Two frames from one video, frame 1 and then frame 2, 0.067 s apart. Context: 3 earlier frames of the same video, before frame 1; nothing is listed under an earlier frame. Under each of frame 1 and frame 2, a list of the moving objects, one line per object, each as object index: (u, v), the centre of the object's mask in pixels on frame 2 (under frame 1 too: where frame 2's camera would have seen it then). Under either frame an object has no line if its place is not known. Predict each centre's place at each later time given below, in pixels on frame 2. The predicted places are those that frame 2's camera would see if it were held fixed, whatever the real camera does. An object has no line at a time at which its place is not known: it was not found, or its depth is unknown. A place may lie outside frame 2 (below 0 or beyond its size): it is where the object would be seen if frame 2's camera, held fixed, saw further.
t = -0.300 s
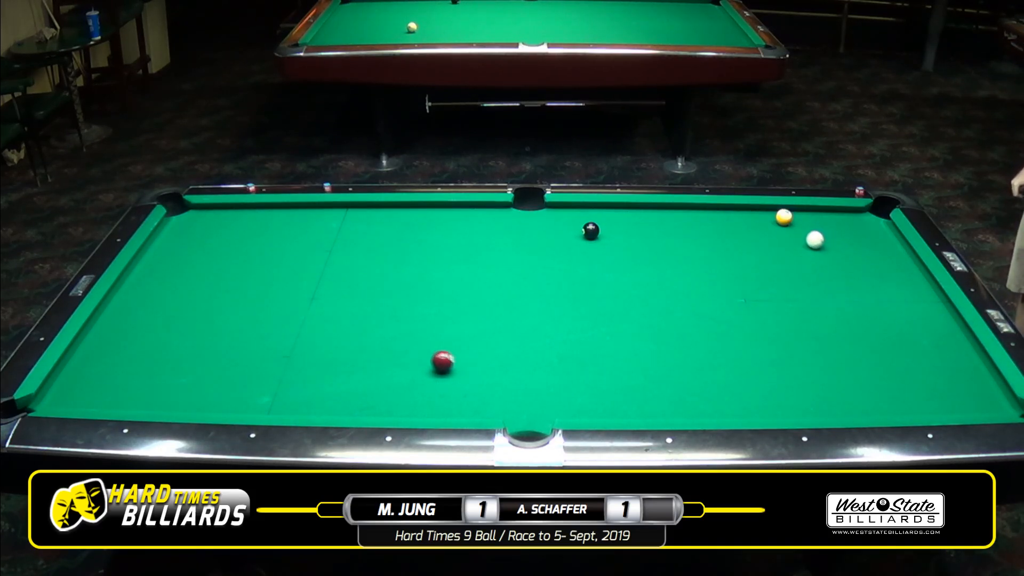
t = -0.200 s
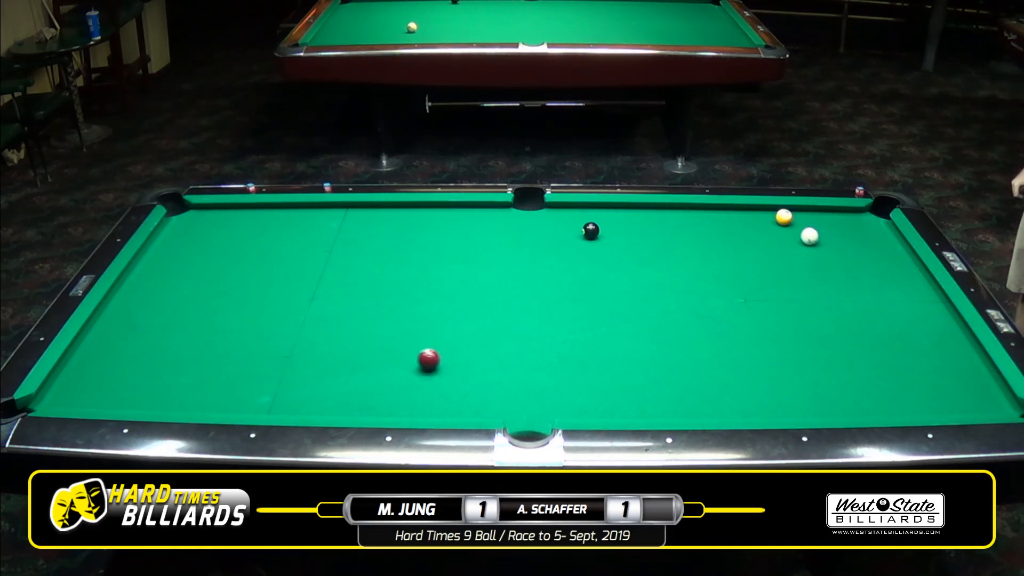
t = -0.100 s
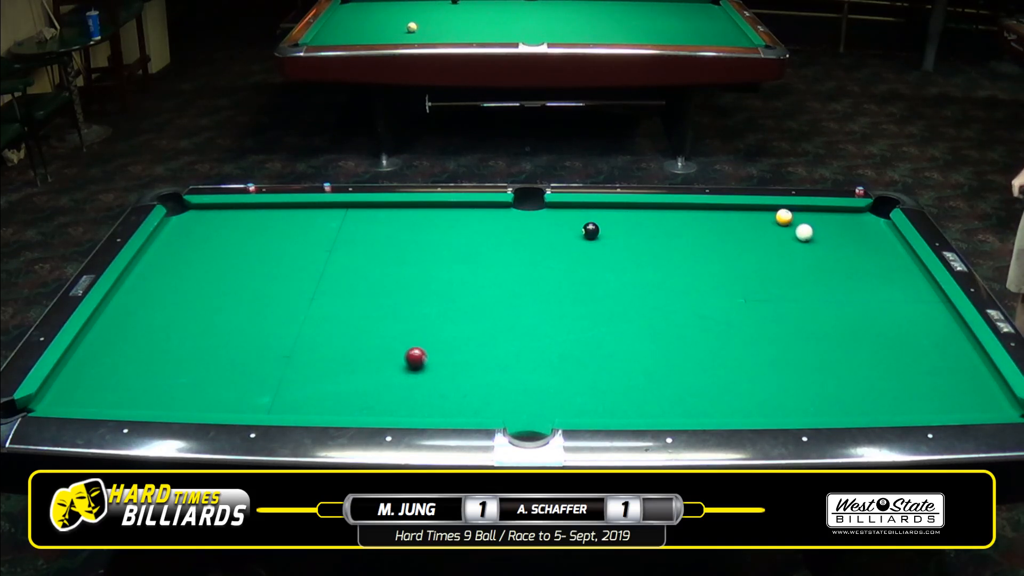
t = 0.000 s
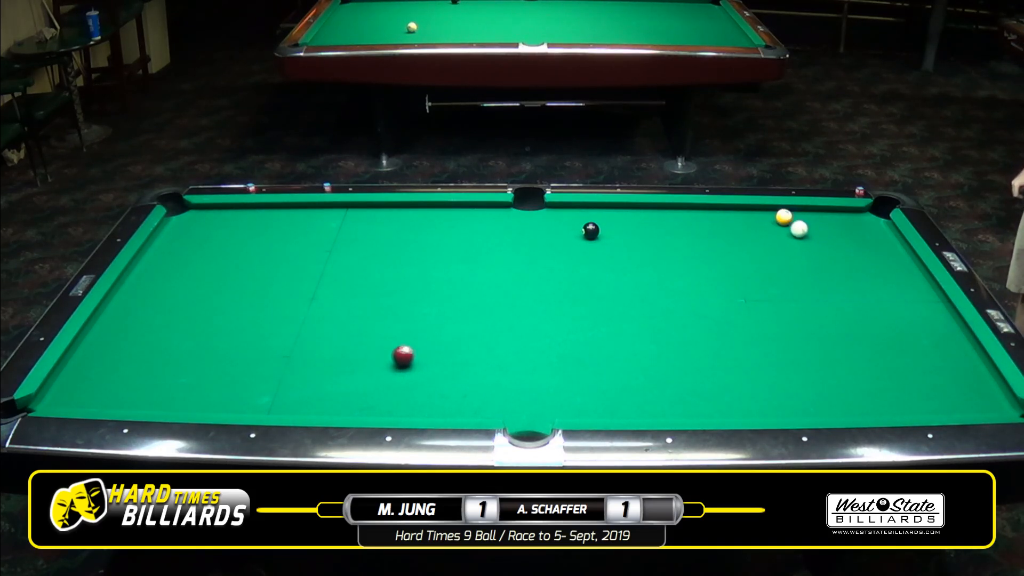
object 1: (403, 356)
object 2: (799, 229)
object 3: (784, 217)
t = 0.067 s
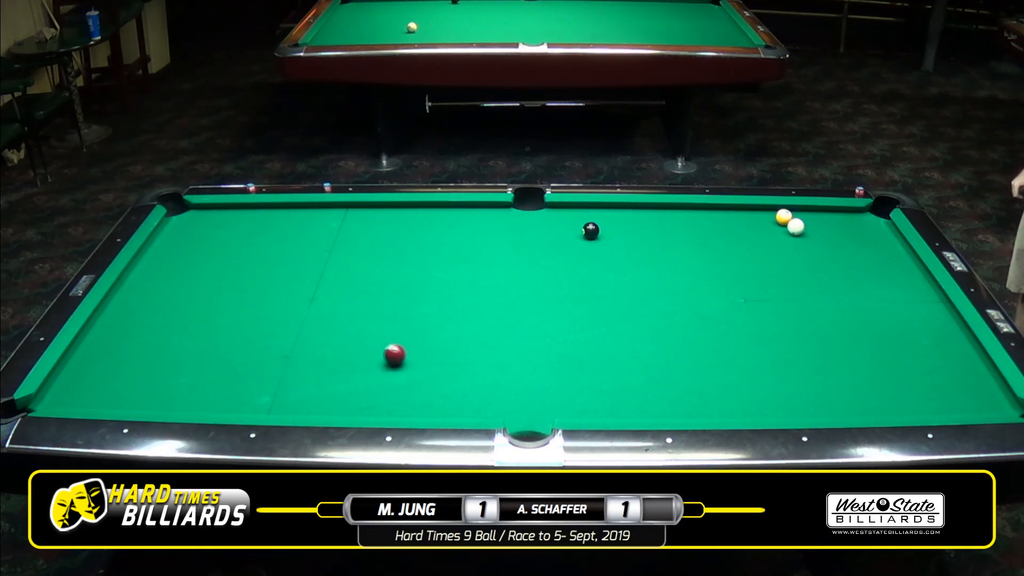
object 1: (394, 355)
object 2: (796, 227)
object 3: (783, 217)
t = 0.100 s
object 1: (390, 354)
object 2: (794, 226)
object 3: (783, 216)
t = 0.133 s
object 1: (386, 354)
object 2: (793, 225)
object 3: (782, 216)
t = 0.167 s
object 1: (383, 354)
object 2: (792, 224)
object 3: (782, 216)
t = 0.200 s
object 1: (379, 353)
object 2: (791, 224)
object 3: (782, 215)
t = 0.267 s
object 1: (371, 351)
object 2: (790, 223)
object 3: (780, 214)
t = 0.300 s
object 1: (367, 351)
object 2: (789, 223)
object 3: (780, 213)
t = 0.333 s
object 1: (364, 350)
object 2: (789, 223)
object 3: (779, 213)
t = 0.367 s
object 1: (360, 350)
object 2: (788, 223)
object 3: (779, 212)
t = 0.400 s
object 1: (356, 349)
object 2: (788, 223)
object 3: (778, 212)
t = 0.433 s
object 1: (353, 349)
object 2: (787, 223)
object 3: (778, 211)
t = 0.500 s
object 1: (346, 348)
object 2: (787, 222)
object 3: (777, 211)
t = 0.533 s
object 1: (343, 347)
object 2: (786, 222)
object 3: (776, 210)
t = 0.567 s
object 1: (339, 347)
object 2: (786, 222)
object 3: (776, 210)
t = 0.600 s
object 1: (336, 346)
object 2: (786, 222)
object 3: (775, 210)
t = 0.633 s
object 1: (332, 346)
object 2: (786, 222)
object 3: (775, 209)
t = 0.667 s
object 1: (329, 345)
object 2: (785, 222)
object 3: (774, 209)
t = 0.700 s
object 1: (326, 345)
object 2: (785, 222)
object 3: (774, 209)
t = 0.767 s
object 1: (320, 344)
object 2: (785, 222)
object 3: (774, 209)
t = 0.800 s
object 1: (317, 344)
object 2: (785, 221)
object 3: (774, 209)
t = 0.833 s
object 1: (314, 343)
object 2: (785, 221)
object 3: (774, 210)
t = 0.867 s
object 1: (311, 343)
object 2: (785, 221)
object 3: (774, 210)
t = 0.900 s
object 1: (307, 342)
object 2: (785, 221)
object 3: (774, 210)
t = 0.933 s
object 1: (304, 342)
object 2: (785, 221)
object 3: (774, 210)
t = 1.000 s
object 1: (299, 341)
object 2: (785, 221)
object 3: (773, 211)
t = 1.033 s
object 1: (296, 340)
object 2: (785, 221)
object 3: (773, 211)
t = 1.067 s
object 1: (293, 340)
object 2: (785, 221)
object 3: (773, 211)
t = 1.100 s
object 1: (290, 340)
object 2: (785, 221)
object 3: (773, 211)
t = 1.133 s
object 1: (288, 339)
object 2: (785, 221)
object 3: (773, 211)
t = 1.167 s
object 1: (285, 339)
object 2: (785, 221)
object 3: (773, 211)
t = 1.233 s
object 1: (280, 338)
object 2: (785, 221)
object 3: (773, 212)
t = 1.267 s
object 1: (277, 338)
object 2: (785, 221)
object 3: (773, 212)
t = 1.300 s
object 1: (275, 337)
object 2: (785, 221)
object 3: (773, 212)
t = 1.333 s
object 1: (272, 337)
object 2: (785, 221)
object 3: (773, 212)
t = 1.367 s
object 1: (270, 337)
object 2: (785, 221)
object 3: (773, 212)
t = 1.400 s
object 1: (267, 336)
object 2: (785, 221)
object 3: (773, 212)
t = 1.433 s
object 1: (265, 336)
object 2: (785, 221)
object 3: (773, 212)
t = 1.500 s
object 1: (260, 335)
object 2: (785, 221)
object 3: (773, 212)
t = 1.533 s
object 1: (258, 335)
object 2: (785, 221)
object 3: (773, 212)
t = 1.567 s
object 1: (256, 335)
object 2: (785, 221)
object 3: (773, 212)
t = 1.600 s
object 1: (254, 334)
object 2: (785, 221)
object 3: (773, 212)
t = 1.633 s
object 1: (251, 334)
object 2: (785, 221)
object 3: (773, 212)
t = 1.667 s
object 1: (249, 333)
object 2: (785, 221)
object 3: (773, 212)
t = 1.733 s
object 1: (245, 333)
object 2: (785, 221)
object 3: (773, 212)
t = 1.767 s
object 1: (243, 333)
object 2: (785, 221)
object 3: (773, 212)
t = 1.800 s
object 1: (241, 332)
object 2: (785, 221)
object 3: (773, 212)
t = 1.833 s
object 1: (239, 332)
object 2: (785, 221)
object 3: (773, 212)
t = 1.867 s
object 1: (237, 332)
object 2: (785, 221)
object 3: (773, 212)
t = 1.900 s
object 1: (235, 332)
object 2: (785, 221)
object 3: (773, 212)
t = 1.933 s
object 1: (234, 331)
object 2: (785, 221)
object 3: (773, 212)
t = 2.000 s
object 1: (230, 331)
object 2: (785, 221)
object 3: (773, 212)
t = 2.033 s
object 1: (228, 330)
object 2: (785, 221)
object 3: (773, 212)
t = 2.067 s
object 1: (227, 330)
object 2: (785, 221)
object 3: (773, 212)
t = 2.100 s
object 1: (225, 330)
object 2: (785, 221)
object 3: (773, 212)
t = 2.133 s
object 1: (224, 329)
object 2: (785, 221)
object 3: (773, 212)
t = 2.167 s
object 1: (222, 329)
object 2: (785, 221)
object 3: (773, 212)
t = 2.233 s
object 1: (219, 328)
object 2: (785, 221)
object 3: (773, 212)
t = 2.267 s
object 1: (217, 328)
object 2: (785, 221)
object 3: (773, 212)
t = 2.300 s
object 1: (216, 328)
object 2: (785, 221)
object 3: (773, 212)
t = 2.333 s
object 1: (214, 328)
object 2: (785, 221)
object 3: (773, 212)
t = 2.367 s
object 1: (213, 328)
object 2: (785, 221)
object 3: (773, 212)
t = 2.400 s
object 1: (212, 328)
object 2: (785, 221)
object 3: (773, 212)
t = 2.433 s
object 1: (211, 327)
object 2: (785, 221)
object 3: (773, 212)
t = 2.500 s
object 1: (208, 327)
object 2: (785, 221)
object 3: (773, 212)
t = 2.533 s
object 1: (207, 327)
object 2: (785, 221)
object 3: (773, 212)
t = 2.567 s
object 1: (206, 327)
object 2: (785, 221)
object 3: (773, 212)
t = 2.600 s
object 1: (205, 326)
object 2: (785, 221)
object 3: (773, 212)
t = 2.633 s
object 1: (204, 326)
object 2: (785, 221)
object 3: (773, 212)
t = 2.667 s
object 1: (203, 326)
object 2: (785, 221)
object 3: (773, 212)
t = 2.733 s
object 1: (200, 326)
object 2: (785, 221)
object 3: (773, 212)
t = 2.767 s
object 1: (200, 325)
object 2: (785, 221)
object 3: (773, 212)
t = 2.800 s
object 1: (199, 325)
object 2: (785, 221)
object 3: (773, 212)
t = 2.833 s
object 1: (198, 325)
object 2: (785, 221)
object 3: (773, 212)
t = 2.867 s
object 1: (197, 325)
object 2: (785, 221)
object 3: (773, 212)
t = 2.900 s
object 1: (196, 325)
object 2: (785, 221)
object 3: (773, 212)
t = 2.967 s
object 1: (195, 324)
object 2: (785, 221)
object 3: (773, 212)
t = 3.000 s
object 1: (194, 324)
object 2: (785, 221)
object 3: (773, 212)
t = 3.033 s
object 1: (193, 324)
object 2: (785, 221)
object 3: (773, 212)
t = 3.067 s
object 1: (193, 324)
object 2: (785, 221)
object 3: (773, 212)
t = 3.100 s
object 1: (192, 323)
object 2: (785, 221)
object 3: (773, 212)
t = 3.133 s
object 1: (191, 323)
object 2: (785, 221)
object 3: (773, 212)
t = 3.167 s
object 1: (191, 323)
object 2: (785, 221)
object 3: (773, 212)
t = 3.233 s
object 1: (190, 323)
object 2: (785, 221)
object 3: (773, 212)
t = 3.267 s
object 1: (189, 323)
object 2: (785, 221)
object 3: (773, 212)
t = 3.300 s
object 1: (189, 323)
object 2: (785, 221)
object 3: (773, 212)
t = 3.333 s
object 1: (189, 323)
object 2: (785, 221)
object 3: (773, 212)
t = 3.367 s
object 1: (188, 322)
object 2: (785, 221)
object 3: (773, 212)
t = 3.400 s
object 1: (188, 322)
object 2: (785, 221)
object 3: (773, 212)
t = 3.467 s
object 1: (187, 322)
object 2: (785, 221)
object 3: (773, 212)
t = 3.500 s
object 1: (187, 322)
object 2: (785, 221)
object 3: (773, 212)
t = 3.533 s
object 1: (187, 322)
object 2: (785, 221)
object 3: (773, 212)
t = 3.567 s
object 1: (187, 322)
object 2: (785, 221)
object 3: (773, 212)
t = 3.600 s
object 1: (187, 322)
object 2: (785, 221)
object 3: (773, 212)
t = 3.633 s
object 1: (187, 322)
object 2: (785, 221)
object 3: (773, 212)
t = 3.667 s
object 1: (186, 322)
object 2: (785, 221)
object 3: (773, 212)
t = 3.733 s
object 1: (186, 322)
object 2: (785, 221)
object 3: (773, 212)
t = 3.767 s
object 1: (186, 322)
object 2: (785, 221)
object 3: (773, 212)
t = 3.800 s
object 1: (186, 322)
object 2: (785, 221)
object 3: (773, 212)
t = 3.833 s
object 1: (186, 322)
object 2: (785, 221)
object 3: (773, 212)
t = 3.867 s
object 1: (186, 322)
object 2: (785, 221)
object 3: (773, 212)
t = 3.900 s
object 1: (186, 322)
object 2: (785, 221)
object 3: (773, 212)
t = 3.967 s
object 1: (186, 322)
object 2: (785, 221)
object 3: (773, 212)
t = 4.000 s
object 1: (186, 322)
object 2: (785, 221)
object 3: (773, 212)
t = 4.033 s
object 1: (186, 322)
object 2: (785, 221)
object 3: (773, 212)
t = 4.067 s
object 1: (186, 322)
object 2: (785, 221)
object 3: (773, 212)
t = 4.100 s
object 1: (186, 322)
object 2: (785, 221)
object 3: (773, 212)
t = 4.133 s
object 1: (186, 322)
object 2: (785, 221)
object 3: (773, 212)
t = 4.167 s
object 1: (186, 322)
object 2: (785, 221)
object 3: (773, 212)
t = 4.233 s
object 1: (186, 322)
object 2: (785, 221)
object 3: (773, 212)
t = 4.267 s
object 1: (186, 322)
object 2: (785, 221)
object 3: (773, 212)
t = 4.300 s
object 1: (186, 322)
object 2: (785, 221)
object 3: (773, 212)
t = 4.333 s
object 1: (186, 322)
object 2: (785, 221)
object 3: (773, 212)
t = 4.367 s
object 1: (186, 322)
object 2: (785, 221)
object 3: (773, 212)
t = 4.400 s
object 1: (186, 322)
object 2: (785, 221)
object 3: (773, 212)
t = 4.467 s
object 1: (186, 322)
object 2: (785, 221)
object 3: (773, 212)
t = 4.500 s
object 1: (186, 322)
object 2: (785, 221)
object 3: (773, 212)
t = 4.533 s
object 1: (186, 322)
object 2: (785, 221)
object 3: (773, 212)
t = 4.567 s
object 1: (186, 322)
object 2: (785, 221)
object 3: (773, 212)
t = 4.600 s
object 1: (186, 321)
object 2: (785, 221)
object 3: (773, 212)
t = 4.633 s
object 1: (186, 321)
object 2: (785, 221)
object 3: (773, 212)
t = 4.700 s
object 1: (186, 321)
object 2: (785, 221)
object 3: (773, 212)
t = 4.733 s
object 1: (186, 322)
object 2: (785, 221)
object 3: (773, 212)
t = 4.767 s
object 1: (186, 322)
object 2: (785, 221)
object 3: (773, 212)
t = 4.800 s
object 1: (186, 321)
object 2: (785, 221)
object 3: (773, 212)
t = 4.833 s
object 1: (186, 321)
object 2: (785, 221)
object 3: (773, 212)
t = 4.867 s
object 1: (186, 321)
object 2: (785, 221)
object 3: (773, 212)
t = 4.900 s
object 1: (186, 321)
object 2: (785, 221)
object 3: (773, 212)
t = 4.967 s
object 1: (186, 322)
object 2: (785, 221)
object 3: (773, 212)
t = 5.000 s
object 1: (186, 321)
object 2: (785, 221)
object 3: (773, 212)
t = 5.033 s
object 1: (186, 322)
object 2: (785, 221)
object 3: (773, 212)
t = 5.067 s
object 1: (186, 322)
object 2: (785, 221)
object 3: (773, 212)
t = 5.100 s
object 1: (186, 322)
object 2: (785, 221)
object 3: (773, 212)
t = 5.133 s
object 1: (186, 322)
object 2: (785, 221)
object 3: (773, 212)
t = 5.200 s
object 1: (186, 322)
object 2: (785, 221)
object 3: (773, 212)
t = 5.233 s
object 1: (186, 322)
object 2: (785, 221)
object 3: (773, 212)
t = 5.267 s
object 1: (186, 321)
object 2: (785, 221)
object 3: (773, 212)
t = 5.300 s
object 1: (186, 322)
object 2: (785, 221)
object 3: (773, 212)
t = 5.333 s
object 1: (186, 322)
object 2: (785, 221)
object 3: (773, 212)
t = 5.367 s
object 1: (186, 322)
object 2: (785, 221)
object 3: (773, 212)
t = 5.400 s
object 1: (186, 321)
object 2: (785, 221)
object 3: (773, 212)
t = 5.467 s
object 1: (186, 322)
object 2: (785, 221)
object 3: (773, 212)
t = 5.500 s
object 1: (186, 322)
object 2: (785, 221)
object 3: (773, 212)
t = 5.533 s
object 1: (186, 322)
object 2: (785, 221)
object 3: (773, 212)
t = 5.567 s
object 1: (186, 322)
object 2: (785, 221)
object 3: (773, 212)
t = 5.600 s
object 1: (186, 322)
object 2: (785, 221)
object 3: (773, 212)
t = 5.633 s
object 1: (186, 322)
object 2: (785, 221)
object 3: (773, 212)
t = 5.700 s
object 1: (186, 322)
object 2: (785, 221)
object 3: (773, 212)
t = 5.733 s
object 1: (186, 322)
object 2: (785, 221)
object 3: (773, 212)
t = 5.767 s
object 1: (186, 322)
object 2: (785, 221)
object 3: (773, 212)
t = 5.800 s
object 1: (186, 322)
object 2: (785, 221)
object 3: (773, 212)
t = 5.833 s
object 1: (186, 322)
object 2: (785, 221)
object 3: (773, 212)
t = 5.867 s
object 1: (186, 322)
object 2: (785, 221)
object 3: (773, 212)
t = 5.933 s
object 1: (186, 322)
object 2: (785, 221)
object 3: (773, 212)
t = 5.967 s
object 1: (186, 322)
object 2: (785, 221)
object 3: (773, 212)
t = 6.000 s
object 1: (186, 322)
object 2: (785, 221)
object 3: (773, 212)
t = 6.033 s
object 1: (186, 322)
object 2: (785, 221)
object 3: (773, 212)
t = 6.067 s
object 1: (186, 322)
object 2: (785, 221)
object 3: (773, 212)
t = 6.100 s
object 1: (186, 322)
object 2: (785, 221)
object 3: (773, 212)
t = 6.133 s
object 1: (186, 322)
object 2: (785, 221)
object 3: (773, 212)
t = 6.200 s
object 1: (186, 322)
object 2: (785, 221)
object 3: (773, 212)
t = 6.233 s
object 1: (186, 322)
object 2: (785, 221)
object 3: (773, 212)
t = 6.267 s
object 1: (186, 322)
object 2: (785, 221)
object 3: (773, 212)
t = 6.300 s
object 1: (186, 322)
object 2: (785, 221)
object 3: (773, 212)
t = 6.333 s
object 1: (186, 322)
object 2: (785, 221)
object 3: (773, 212)
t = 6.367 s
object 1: (186, 322)
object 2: (785, 221)
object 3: (773, 212)
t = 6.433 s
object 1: (186, 322)
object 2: (785, 221)
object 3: (773, 212)
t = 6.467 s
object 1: (186, 322)
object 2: (785, 221)
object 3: (773, 212)
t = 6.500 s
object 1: (186, 322)
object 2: (785, 221)
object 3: (773, 212)
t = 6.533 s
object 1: (186, 322)
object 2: (785, 221)
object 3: (773, 212)
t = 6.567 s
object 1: (186, 322)
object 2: (785, 221)
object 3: (773, 212)
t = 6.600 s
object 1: (186, 322)
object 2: (785, 221)
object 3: (773, 212)
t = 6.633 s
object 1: (186, 322)
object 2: (785, 221)
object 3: (773, 212)
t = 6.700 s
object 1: (186, 322)
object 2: (785, 221)
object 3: (773, 212)
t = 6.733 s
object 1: (186, 322)
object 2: (785, 221)
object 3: (773, 212)
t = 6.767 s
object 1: (186, 322)
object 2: (785, 221)
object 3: (773, 212)
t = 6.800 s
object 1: (186, 322)
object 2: (785, 221)
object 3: (773, 212)
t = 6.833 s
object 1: (186, 322)
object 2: (785, 221)
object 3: (773, 212)
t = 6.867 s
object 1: (186, 322)
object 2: (785, 221)
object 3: (773, 212)
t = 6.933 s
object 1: (186, 322)
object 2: (785, 221)
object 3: (773, 212)
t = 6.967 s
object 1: (186, 322)
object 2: (785, 221)
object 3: (773, 212)
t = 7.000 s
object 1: (186, 322)
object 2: (785, 221)
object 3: (773, 212)
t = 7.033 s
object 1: (186, 322)
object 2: (785, 221)
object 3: (773, 212)
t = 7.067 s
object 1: (186, 322)
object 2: (785, 221)
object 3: (773, 212)
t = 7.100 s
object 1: (186, 322)
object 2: (785, 221)
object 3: (773, 212)
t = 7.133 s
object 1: (186, 322)
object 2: (785, 221)
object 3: (773, 212)
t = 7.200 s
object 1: (186, 322)
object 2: (785, 221)
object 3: (773, 212)
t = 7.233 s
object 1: (186, 322)
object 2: (785, 221)
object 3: (773, 212)
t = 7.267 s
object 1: (186, 322)
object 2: (785, 221)
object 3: (773, 212)
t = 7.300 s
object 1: (186, 322)
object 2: (785, 221)
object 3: (773, 212)
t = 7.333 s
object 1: (186, 322)
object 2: (785, 221)
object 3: (773, 212)
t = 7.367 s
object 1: (186, 322)
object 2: (785, 221)
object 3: (773, 212)
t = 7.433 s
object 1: (186, 322)
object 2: (785, 221)
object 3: (773, 212)
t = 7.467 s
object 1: (186, 322)
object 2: (785, 221)
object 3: (773, 212)
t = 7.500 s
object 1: (186, 322)
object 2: (785, 221)
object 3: (773, 212)
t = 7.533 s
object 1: (186, 322)
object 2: (785, 221)
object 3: (773, 212)
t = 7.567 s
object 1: (186, 322)
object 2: (785, 221)
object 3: (773, 212)
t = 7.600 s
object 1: (186, 322)
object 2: (785, 221)
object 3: (773, 212)
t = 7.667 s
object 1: (186, 322)
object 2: (785, 221)
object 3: (773, 212)
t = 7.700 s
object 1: (186, 322)
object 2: (785, 221)
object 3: (773, 212)
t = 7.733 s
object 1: (186, 322)
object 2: (785, 221)
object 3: (773, 212)
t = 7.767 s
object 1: (186, 322)
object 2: (785, 221)
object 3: (773, 212)
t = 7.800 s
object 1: (186, 322)
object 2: (785, 221)
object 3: (773, 212)
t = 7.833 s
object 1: (186, 322)
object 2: (785, 221)
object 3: (773, 212)
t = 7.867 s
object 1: (186, 322)
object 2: (785, 221)
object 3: (773, 212)
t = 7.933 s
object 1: (186, 322)
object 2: (785, 221)
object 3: (773, 212)
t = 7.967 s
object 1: (186, 322)
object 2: (785, 221)
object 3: (773, 212)
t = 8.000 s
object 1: (186, 322)
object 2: (785, 221)
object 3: (773, 212)
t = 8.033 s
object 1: (186, 322)
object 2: (785, 221)
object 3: (773, 212)
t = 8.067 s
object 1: (186, 322)
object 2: (785, 221)
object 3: (773, 212)
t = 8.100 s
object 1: (186, 322)
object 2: (785, 221)
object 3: (773, 212)
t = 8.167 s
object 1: (186, 322)
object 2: (785, 221)
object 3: (773, 212)
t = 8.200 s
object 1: (186, 322)
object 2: (785, 221)
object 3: (773, 212)
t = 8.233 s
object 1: (186, 322)
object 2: (785, 221)
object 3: (773, 212)
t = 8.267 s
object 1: (186, 322)
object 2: (785, 221)
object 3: (773, 212)
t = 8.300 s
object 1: (186, 322)
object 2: (785, 221)
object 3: (773, 212)
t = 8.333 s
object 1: (186, 322)
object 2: (785, 221)
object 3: (773, 212)
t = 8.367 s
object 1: (186, 322)
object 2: (785, 221)
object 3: (773, 212)
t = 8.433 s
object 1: (186, 322)
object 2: (785, 221)
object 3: (773, 212)
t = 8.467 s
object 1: (186, 322)
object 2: (785, 221)
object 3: (773, 212)
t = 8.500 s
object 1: (186, 322)
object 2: (785, 221)
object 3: (773, 212)
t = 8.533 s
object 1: (186, 322)
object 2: (785, 221)
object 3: (773, 212)
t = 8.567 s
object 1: (186, 322)
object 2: (785, 221)
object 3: (773, 212)
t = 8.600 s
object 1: (186, 322)
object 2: (785, 221)
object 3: (773, 212)
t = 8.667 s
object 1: (186, 322)
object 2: (785, 221)
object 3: (773, 212)
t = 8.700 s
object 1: (186, 322)
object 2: (785, 221)
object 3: (773, 212)
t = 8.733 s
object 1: (186, 322)
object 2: (785, 221)
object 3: (773, 212)
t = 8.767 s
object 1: (186, 322)
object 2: (785, 221)
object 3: (773, 212)
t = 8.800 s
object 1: (186, 321)
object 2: (785, 221)
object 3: (773, 212)
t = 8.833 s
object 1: (186, 322)
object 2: (785, 221)
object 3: (773, 212)
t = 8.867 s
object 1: (186, 322)
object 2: (785, 221)
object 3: (773, 212)
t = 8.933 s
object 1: (186, 322)
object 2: (785, 221)
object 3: (773, 212)
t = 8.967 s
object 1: (186, 322)
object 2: (785, 221)
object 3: (773, 212)
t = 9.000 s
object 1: (186, 322)
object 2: (785, 221)
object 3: (773, 212)
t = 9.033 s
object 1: (186, 322)
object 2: (785, 221)
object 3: (773, 212)
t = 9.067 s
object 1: (186, 322)
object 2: (785, 221)
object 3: (773, 212)
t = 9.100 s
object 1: (186, 322)
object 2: (785, 221)
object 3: (773, 212)
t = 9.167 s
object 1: (186, 322)
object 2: (785, 221)
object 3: (773, 212)
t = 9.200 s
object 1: (186, 322)
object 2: (785, 221)
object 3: (773, 212)
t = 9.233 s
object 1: (186, 322)
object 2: (785, 221)
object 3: (773, 212)
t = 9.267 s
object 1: (186, 322)
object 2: (785, 221)
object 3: (773, 212)
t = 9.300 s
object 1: (186, 322)
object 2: (785, 221)
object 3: (773, 212)
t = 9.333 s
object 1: (186, 322)
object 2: (785, 221)
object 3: (773, 212)
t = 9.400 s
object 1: (186, 322)
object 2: (785, 221)
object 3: (773, 212)
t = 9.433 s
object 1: (186, 322)
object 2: (785, 221)
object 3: (773, 212)
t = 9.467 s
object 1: (186, 322)
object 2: (785, 221)
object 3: (773, 212)
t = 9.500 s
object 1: (186, 322)
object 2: (785, 221)
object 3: (773, 212)
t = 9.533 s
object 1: (186, 322)
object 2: (785, 221)
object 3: (773, 212)
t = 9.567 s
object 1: (186, 322)
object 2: (785, 221)
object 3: (773, 212)
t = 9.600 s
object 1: (186, 321)
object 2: (785, 221)
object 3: (773, 212)
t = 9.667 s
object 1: (186, 322)
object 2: (785, 221)
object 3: (773, 212)
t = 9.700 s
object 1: (186, 322)
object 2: (785, 221)
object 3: (773, 212)
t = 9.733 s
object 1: (186, 322)
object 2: (785, 221)
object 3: (773, 212)
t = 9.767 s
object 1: (186, 322)
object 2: (785, 221)
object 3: (773, 212)
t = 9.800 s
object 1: (186, 322)
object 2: (785, 221)
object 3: (773, 212)
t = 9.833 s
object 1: (186, 322)
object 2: (785, 221)
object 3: (773, 212)
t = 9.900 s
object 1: (186, 322)
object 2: (785, 221)
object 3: (773, 212)
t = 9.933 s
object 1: (186, 322)
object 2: (785, 221)
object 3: (773, 212)
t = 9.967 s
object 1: (186, 322)
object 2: (785, 221)
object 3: (773, 212)
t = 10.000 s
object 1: (186, 322)
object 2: (785, 221)
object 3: (773, 212)
